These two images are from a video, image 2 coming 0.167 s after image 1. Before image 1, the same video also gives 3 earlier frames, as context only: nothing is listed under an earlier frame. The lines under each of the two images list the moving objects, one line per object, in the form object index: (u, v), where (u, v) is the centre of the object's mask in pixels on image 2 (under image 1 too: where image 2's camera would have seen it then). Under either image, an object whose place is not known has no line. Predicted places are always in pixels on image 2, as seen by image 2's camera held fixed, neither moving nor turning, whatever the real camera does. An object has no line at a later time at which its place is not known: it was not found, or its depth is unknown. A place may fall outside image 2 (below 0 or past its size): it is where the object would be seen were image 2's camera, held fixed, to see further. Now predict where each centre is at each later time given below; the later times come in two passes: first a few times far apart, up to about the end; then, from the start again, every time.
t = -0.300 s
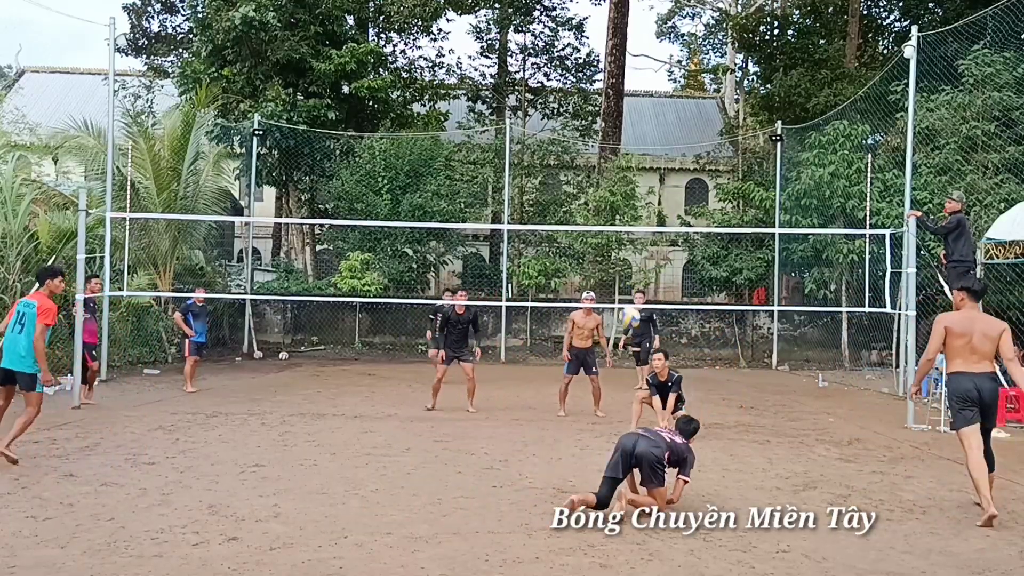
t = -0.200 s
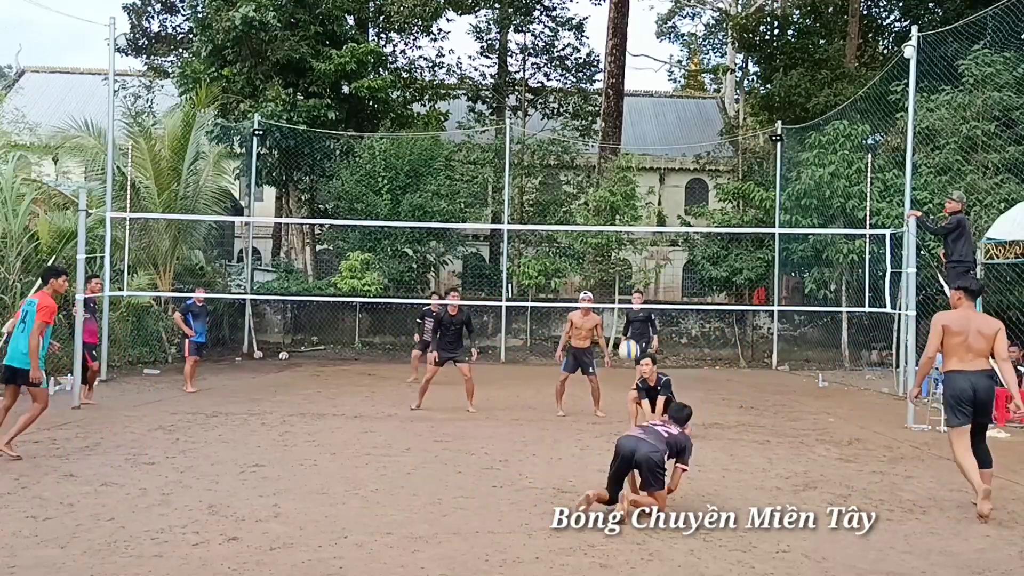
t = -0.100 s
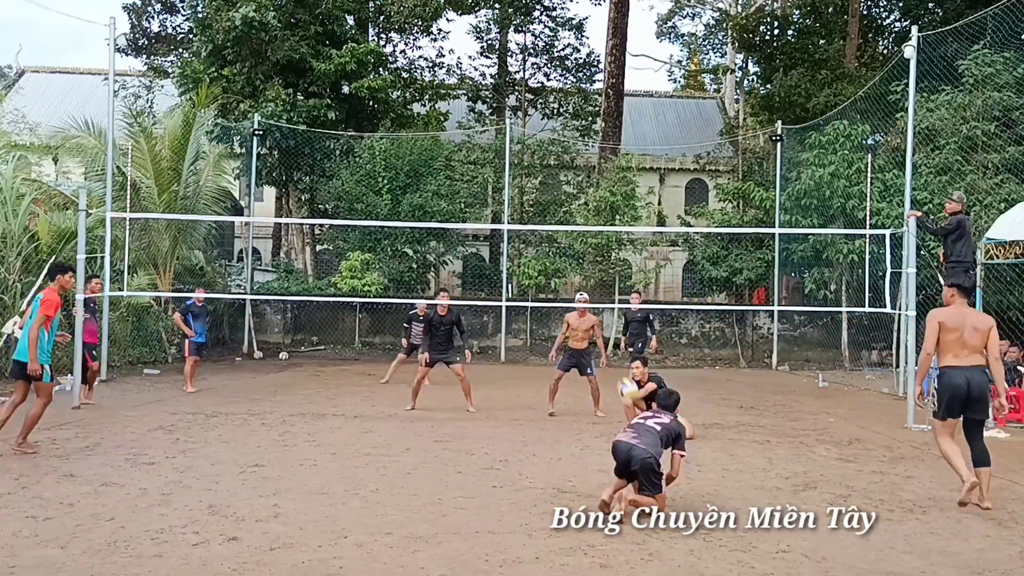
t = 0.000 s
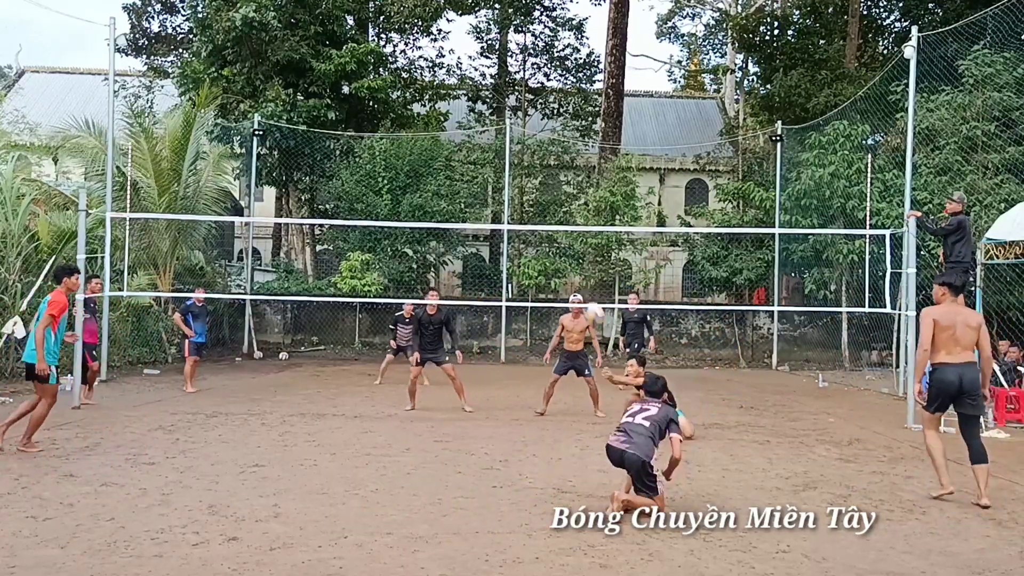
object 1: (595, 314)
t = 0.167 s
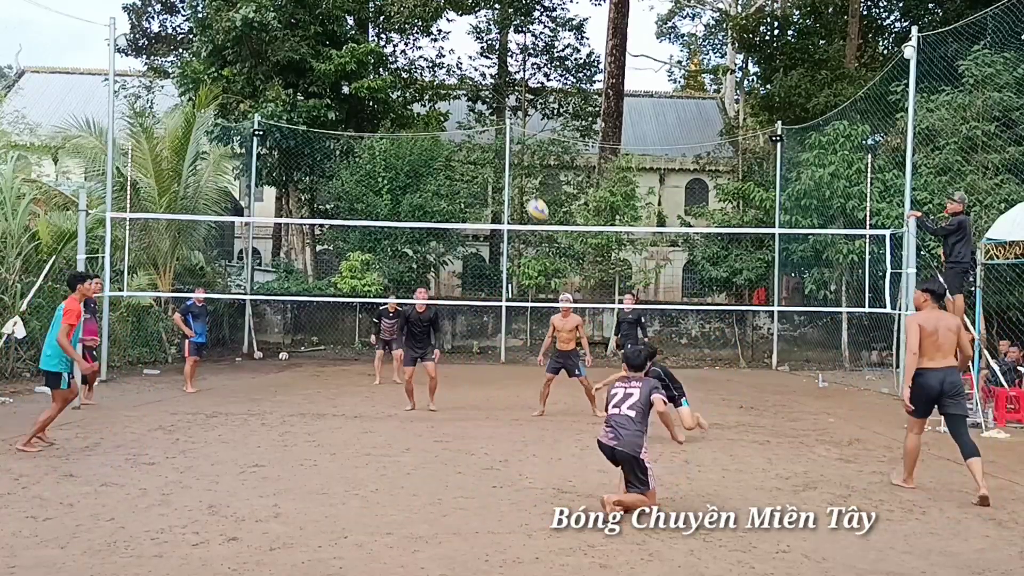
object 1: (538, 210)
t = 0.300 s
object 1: (494, 144)
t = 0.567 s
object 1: (403, 65)
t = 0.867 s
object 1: (300, 50)
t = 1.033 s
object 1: (243, 78)
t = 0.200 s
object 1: (527, 193)
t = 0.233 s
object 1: (517, 176)
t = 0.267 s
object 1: (504, 159)
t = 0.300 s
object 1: (494, 144)
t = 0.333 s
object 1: (480, 129)
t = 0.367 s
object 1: (471, 119)
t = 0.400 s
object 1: (459, 106)
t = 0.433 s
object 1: (447, 96)
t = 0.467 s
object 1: (436, 86)
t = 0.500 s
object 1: (425, 77)
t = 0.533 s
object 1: (414, 71)
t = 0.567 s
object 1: (403, 65)
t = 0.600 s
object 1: (391, 59)
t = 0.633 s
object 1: (379, 53)
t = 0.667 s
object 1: (368, 49)
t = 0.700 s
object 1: (358, 47)
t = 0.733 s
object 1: (346, 46)
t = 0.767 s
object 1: (334, 45)
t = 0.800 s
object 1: (323, 46)
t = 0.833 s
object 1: (311, 48)
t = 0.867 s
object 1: (300, 50)
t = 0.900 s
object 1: (289, 54)
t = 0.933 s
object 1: (277, 58)
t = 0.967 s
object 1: (266, 64)
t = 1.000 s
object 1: (254, 71)
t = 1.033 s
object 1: (243, 78)
